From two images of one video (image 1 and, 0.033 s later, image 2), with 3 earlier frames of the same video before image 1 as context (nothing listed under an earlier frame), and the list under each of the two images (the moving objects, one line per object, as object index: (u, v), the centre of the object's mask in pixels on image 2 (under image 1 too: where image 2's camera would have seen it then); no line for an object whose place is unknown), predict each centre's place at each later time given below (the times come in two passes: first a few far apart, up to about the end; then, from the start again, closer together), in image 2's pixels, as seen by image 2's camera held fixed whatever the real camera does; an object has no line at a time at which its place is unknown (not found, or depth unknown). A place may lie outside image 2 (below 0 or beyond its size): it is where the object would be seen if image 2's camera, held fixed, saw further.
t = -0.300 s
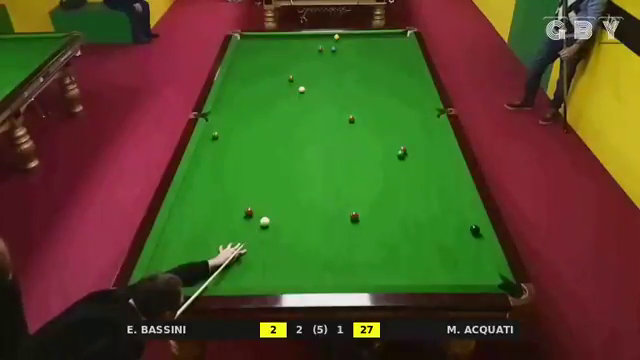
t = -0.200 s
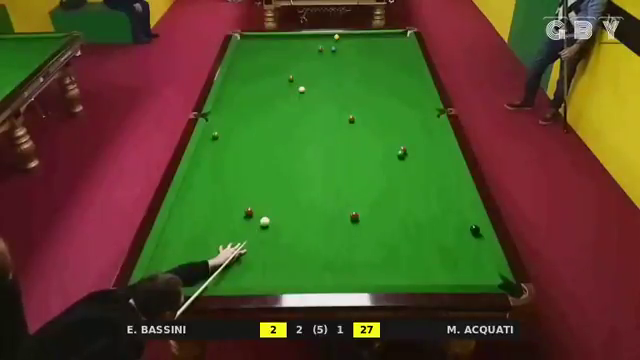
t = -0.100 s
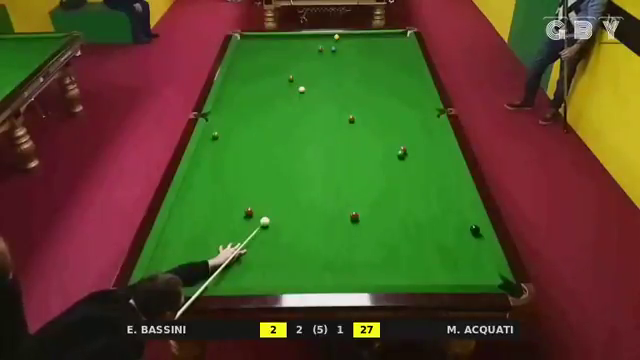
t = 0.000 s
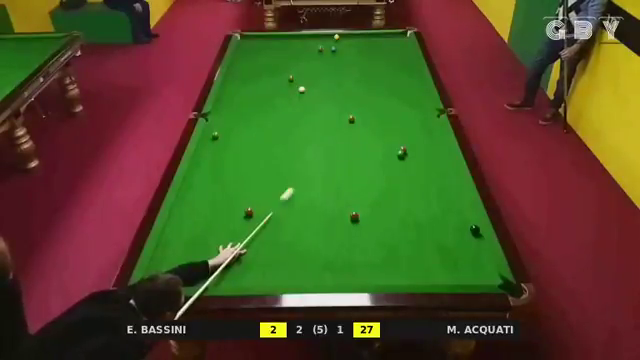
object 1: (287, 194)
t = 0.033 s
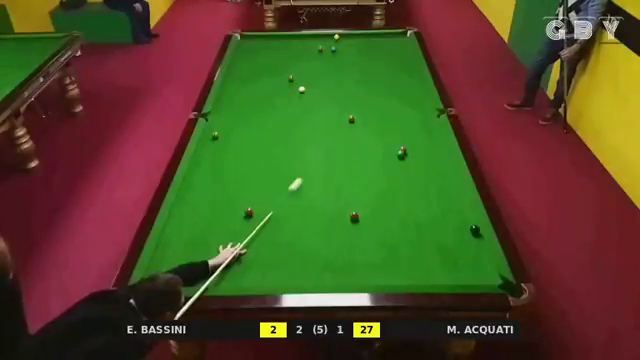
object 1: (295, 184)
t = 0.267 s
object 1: (340, 132)
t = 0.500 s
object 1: (359, 119)
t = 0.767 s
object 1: (376, 111)
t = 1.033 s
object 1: (392, 103)
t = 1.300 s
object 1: (407, 96)
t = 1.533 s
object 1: (419, 90)
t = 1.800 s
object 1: (418, 86)
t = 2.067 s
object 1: (407, 82)
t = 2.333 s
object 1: (398, 79)
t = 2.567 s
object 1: (390, 76)
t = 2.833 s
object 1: (382, 73)
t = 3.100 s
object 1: (375, 71)
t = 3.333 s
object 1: (370, 70)
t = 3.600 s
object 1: (364, 67)
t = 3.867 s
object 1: (360, 66)
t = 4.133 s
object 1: (355, 65)
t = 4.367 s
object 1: (352, 64)
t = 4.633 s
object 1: (350, 63)
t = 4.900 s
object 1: (347, 63)
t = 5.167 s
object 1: (346, 62)
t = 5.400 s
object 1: (345, 62)
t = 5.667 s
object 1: (344, 62)
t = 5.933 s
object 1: (345, 62)
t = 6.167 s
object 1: (345, 62)
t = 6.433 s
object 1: (345, 62)
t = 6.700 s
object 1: (345, 62)
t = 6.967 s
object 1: (345, 62)
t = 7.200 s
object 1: (345, 62)
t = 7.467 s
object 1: (345, 62)
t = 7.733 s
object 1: (345, 62)
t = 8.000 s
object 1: (345, 62)
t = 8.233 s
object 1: (345, 62)
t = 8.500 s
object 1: (345, 62)
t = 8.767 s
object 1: (345, 62)
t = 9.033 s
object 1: (345, 62)
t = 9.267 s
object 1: (345, 62)
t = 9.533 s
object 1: (345, 62)
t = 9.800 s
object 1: (345, 62)
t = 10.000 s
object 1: (345, 62)
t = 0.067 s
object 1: (304, 175)
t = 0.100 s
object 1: (311, 167)
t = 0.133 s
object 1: (317, 159)
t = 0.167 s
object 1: (324, 152)
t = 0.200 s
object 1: (330, 145)
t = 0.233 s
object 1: (335, 138)
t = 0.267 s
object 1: (340, 132)
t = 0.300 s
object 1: (345, 126)
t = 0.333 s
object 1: (349, 122)
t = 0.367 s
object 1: (351, 121)
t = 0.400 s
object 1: (353, 121)
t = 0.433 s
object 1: (355, 121)
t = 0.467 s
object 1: (357, 120)
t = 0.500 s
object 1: (359, 119)
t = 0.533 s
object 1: (361, 119)
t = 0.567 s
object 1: (364, 118)
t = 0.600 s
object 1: (366, 117)
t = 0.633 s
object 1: (368, 116)
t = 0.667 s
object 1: (370, 114)
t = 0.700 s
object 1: (372, 113)
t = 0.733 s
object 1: (374, 112)
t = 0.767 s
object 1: (376, 111)
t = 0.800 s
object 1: (378, 110)
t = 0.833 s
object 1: (380, 109)
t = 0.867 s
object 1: (382, 108)
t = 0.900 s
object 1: (385, 107)
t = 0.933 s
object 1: (386, 106)
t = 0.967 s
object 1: (388, 105)
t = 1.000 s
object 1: (390, 104)
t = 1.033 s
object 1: (392, 103)
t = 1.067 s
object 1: (394, 103)
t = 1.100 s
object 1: (396, 101)
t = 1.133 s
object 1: (398, 101)
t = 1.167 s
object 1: (400, 100)
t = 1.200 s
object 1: (402, 99)
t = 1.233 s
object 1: (403, 98)
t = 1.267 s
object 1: (405, 97)
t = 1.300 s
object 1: (407, 96)
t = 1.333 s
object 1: (408, 96)
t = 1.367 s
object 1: (410, 95)
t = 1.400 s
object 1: (412, 94)
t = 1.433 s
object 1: (414, 93)
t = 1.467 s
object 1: (415, 92)
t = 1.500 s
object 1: (417, 91)
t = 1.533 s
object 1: (419, 90)
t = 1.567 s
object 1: (420, 90)
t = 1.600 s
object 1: (422, 89)
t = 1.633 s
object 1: (424, 88)
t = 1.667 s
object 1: (424, 87)
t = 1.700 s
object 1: (422, 87)
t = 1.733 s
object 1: (421, 87)
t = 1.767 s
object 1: (419, 86)
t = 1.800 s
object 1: (418, 86)
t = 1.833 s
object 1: (416, 85)
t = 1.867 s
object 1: (415, 85)
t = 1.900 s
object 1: (414, 84)
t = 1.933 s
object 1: (412, 84)
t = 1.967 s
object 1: (411, 83)
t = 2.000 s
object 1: (410, 83)
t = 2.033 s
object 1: (409, 82)
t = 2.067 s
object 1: (407, 82)
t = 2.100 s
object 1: (406, 82)
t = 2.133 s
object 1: (405, 81)
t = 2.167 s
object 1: (404, 80)
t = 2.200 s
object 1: (402, 80)
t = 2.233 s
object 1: (401, 80)
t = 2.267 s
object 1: (400, 80)
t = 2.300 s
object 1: (399, 79)
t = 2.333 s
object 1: (398, 79)
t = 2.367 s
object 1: (396, 78)
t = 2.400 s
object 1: (395, 78)
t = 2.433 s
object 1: (394, 78)
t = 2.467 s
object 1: (393, 77)
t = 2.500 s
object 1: (392, 77)
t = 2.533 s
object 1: (391, 77)
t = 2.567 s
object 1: (390, 76)
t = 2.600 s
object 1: (389, 76)
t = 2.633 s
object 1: (388, 76)
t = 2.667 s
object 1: (387, 75)
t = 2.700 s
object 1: (386, 75)
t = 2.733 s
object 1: (385, 74)
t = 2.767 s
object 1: (384, 74)
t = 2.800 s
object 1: (383, 74)
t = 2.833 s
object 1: (382, 73)
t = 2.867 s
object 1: (381, 73)
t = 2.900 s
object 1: (380, 73)
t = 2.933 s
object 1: (379, 73)
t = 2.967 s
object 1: (379, 72)
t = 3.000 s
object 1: (378, 72)
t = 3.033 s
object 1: (377, 72)
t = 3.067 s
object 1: (376, 71)
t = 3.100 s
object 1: (375, 71)
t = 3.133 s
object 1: (374, 71)
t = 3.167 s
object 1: (374, 71)
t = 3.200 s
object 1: (373, 70)
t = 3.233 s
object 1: (372, 70)
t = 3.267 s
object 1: (371, 70)
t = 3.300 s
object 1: (371, 70)
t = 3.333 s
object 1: (370, 70)
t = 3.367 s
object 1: (369, 69)
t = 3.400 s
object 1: (369, 69)
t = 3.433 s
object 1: (368, 69)
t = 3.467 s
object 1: (367, 69)
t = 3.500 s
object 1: (366, 68)
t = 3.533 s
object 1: (366, 68)
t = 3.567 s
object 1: (365, 68)
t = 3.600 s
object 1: (364, 67)
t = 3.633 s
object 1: (364, 68)
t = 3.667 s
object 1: (363, 67)
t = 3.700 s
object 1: (362, 67)
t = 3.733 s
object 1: (362, 67)
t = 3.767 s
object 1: (361, 67)
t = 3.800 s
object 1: (361, 67)
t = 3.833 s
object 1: (360, 66)
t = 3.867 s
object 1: (360, 66)
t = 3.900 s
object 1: (359, 66)
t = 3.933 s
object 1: (358, 66)
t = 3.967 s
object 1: (358, 66)
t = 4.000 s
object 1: (357, 65)
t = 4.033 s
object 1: (357, 65)
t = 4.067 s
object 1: (356, 65)
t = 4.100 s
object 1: (356, 65)
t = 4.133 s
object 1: (355, 65)
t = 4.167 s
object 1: (355, 65)
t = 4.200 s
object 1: (355, 65)
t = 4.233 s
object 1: (354, 64)
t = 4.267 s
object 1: (354, 64)
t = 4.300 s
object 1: (353, 64)
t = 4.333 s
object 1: (353, 64)
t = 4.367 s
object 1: (352, 64)
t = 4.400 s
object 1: (352, 64)
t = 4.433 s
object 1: (351, 64)
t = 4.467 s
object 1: (351, 63)
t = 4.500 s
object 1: (351, 63)
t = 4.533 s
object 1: (350, 63)
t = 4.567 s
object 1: (350, 63)
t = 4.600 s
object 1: (350, 63)
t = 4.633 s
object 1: (350, 63)
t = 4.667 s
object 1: (349, 63)
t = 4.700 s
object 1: (349, 63)
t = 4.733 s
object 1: (349, 63)
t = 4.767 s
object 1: (348, 63)
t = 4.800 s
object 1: (348, 63)
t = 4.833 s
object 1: (348, 63)
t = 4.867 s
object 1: (348, 63)
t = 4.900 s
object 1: (347, 63)
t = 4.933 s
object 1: (347, 63)
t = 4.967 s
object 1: (347, 62)
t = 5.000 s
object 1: (347, 63)
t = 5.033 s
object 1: (346, 62)
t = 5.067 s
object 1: (346, 62)
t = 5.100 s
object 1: (346, 62)
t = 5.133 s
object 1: (346, 62)
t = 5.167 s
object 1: (346, 62)
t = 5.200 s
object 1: (345, 62)
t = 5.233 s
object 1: (345, 62)
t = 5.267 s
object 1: (345, 62)
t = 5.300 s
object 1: (345, 62)
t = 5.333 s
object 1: (345, 62)
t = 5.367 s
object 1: (345, 62)
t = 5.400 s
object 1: (345, 62)
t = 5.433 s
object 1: (345, 62)
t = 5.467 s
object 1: (344, 62)
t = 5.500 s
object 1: (344, 62)
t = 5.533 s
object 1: (344, 62)
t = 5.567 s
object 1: (344, 62)
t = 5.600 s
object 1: (344, 62)
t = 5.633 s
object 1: (344, 62)
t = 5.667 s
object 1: (344, 62)
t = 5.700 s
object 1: (344, 62)
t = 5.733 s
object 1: (344, 62)
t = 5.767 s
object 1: (344, 62)
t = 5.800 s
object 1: (344, 62)
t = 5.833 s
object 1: (345, 62)
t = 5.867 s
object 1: (345, 62)
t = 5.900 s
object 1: (345, 62)
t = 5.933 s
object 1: (345, 62)
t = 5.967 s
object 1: (345, 62)
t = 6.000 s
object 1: (345, 62)
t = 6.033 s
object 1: (345, 62)
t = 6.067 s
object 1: (345, 62)
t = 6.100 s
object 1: (345, 62)
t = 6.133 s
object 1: (345, 62)
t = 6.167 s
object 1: (345, 62)
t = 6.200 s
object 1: (345, 62)
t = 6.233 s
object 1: (345, 62)
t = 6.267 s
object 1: (345, 62)
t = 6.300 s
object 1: (345, 62)
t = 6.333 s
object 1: (345, 62)
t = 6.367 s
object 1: (345, 62)
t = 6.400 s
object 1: (345, 62)
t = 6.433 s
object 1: (345, 62)
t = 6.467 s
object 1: (345, 62)
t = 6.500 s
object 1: (345, 62)
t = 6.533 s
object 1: (345, 62)
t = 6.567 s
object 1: (345, 62)
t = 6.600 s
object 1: (345, 62)
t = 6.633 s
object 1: (345, 62)
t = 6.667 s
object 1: (345, 62)
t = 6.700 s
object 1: (345, 62)
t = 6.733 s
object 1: (345, 62)
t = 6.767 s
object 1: (345, 62)
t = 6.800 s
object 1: (345, 62)
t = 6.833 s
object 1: (345, 62)
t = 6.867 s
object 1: (345, 62)
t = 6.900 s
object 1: (345, 62)
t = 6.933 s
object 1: (345, 62)
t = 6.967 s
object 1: (345, 62)
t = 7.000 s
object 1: (345, 62)
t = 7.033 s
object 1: (345, 62)
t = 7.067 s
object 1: (345, 62)
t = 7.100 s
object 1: (345, 62)
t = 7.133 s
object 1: (345, 62)
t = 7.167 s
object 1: (345, 62)
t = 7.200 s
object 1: (345, 62)
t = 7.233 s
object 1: (345, 62)
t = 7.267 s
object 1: (345, 62)
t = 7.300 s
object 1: (345, 62)
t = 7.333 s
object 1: (345, 62)
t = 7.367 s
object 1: (345, 62)
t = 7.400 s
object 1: (345, 62)
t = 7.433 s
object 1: (345, 62)
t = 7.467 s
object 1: (345, 62)
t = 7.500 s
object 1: (345, 62)
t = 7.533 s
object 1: (345, 62)
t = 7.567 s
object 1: (345, 62)
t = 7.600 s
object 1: (345, 62)
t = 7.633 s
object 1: (345, 62)
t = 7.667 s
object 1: (345, 62)
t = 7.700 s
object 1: (345, 62)
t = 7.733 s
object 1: (345, 62)
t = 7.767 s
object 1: (345, 62)
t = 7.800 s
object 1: (345, 62)
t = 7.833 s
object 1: (345, 62)
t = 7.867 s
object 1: (345, 62)
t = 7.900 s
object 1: (345, 62)
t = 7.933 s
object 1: (345, 62)
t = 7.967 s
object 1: (345, 62)
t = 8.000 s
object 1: (345, 62)
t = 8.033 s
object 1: (345, 62)
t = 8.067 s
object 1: (345, 62)
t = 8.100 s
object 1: (345, 62)
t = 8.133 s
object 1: (345, 62)
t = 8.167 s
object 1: (345, 62)
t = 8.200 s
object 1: (345, 62)
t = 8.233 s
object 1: (345, 62)
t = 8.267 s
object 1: (345, 62)
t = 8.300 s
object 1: (345, 62)
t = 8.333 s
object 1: (345, 62)
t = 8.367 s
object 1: (345, 62)
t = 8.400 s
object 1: (345, 62)
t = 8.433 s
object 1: (345, 62)
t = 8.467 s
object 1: (345, 62)
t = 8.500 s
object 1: (345, 62)
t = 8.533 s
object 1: (345, 62)
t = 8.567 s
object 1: (345, 62)
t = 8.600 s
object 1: (345, 62)
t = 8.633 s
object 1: (345, 62)
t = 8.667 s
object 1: (345, 62)
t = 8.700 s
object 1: (345, 62)
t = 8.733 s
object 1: (345, 62)
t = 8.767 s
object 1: (345, 62)
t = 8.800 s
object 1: (345, 62)
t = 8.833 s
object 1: (345, 62)
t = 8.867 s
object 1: (345, 62)
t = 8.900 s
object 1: (345, 62)
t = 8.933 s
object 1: (345, 62)
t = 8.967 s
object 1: (345, 62)
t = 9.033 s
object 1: (345, 62)
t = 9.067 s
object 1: (345, 62)
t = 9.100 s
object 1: (345, 62)
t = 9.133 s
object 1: (345, 62)
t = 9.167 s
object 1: (345, 62)
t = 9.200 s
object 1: (345, 62)
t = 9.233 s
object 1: (345, 62)
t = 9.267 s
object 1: (345, 62)
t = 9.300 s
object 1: (345, 62)
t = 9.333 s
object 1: (345, 62)
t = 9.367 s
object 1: (345, 62)
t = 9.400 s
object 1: (345, 62)
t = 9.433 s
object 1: (345, 62)
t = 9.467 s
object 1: (344, 62)
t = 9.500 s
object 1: (345, 62)
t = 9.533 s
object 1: (345, 62)
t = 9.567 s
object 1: (345, 62)
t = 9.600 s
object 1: (345, 62)
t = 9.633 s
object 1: (345, 62)
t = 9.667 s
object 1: (345, 62)
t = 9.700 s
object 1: (345, 62)
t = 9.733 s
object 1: (345, 62)
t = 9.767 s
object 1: (345, 62)
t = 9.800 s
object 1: (345, 62)
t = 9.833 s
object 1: (345, 62)
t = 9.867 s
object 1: (345, 62)
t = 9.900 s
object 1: (345, 62)
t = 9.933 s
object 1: (345, 62)
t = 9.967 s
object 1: (345, 62)
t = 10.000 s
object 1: (345, 62)
